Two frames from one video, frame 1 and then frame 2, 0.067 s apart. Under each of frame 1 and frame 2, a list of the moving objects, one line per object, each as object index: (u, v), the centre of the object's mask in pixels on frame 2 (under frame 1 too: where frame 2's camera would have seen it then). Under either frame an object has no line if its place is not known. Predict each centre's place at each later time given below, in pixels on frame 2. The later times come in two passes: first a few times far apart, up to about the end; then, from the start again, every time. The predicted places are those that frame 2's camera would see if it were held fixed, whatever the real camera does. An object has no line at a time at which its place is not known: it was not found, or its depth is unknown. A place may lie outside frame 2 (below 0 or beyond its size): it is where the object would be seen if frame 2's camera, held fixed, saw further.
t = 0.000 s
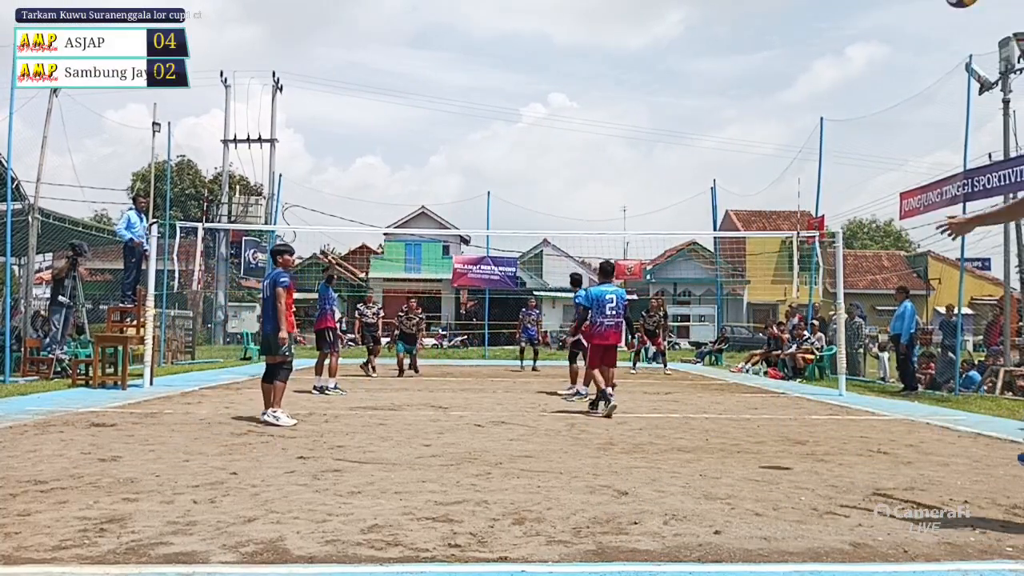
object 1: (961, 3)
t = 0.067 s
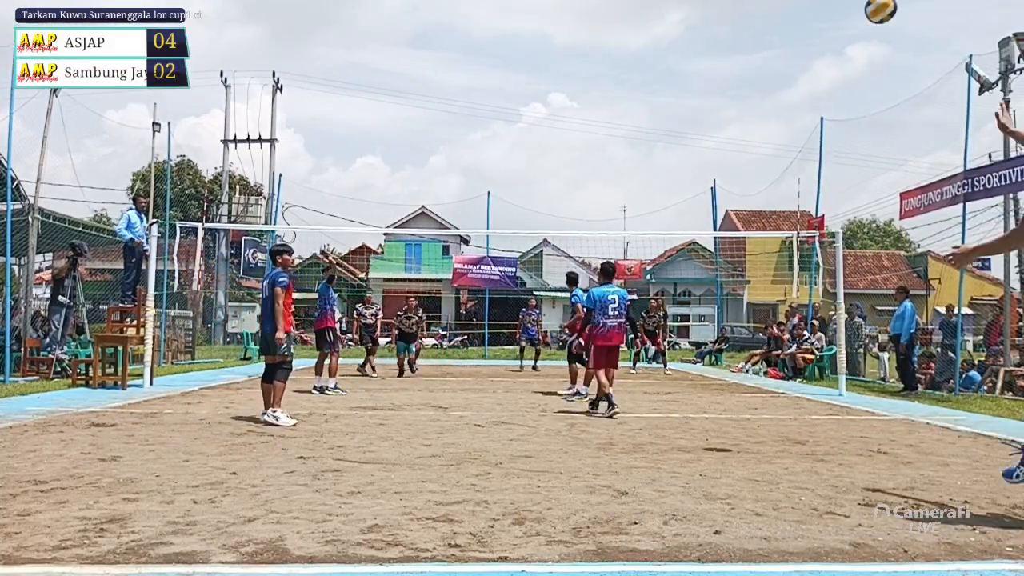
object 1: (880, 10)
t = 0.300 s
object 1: (711, 78)
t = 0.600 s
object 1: (603, 169)
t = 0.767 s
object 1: (563, 223)
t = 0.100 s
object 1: (847, 17)
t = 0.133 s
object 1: (818, 26)
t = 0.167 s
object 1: (792, 36)
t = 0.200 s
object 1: (768, 47)
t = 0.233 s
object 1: (747, 56)
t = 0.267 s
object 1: (728, 67)
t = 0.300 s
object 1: (711, 78)
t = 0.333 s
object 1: (695, 88)
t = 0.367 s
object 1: (680, 97)
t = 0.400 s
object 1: (667, 107)
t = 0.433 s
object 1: (655, 118)
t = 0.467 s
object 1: (643, 128)
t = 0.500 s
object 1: (632, 138)
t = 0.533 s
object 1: (622, 148)
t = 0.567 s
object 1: (612, 159)
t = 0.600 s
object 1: (603, 169)
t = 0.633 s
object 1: (594, 179)
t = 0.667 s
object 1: (586, 190)
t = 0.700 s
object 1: (578, 200)
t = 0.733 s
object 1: (570, 211)
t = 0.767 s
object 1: (563, 223)
